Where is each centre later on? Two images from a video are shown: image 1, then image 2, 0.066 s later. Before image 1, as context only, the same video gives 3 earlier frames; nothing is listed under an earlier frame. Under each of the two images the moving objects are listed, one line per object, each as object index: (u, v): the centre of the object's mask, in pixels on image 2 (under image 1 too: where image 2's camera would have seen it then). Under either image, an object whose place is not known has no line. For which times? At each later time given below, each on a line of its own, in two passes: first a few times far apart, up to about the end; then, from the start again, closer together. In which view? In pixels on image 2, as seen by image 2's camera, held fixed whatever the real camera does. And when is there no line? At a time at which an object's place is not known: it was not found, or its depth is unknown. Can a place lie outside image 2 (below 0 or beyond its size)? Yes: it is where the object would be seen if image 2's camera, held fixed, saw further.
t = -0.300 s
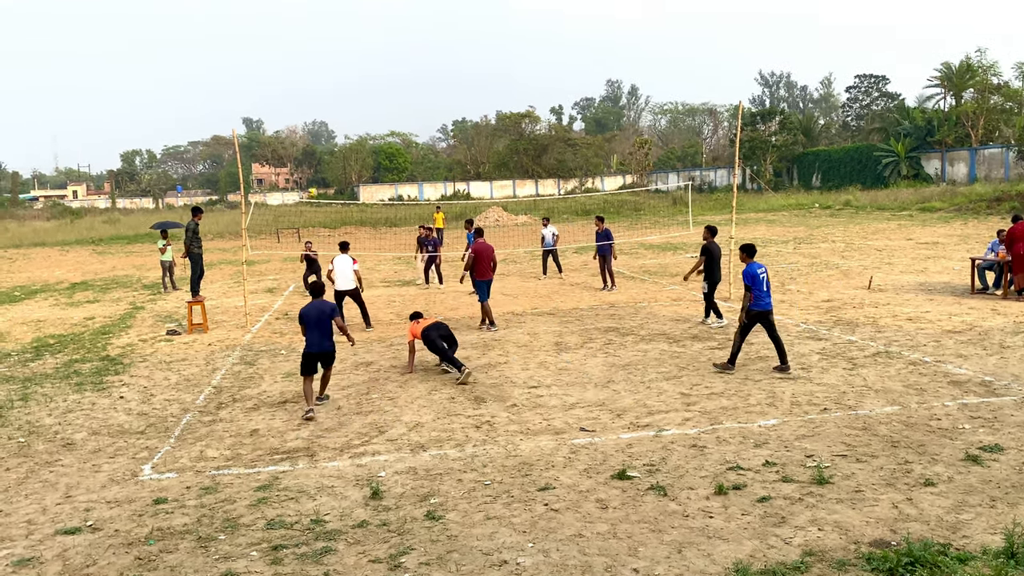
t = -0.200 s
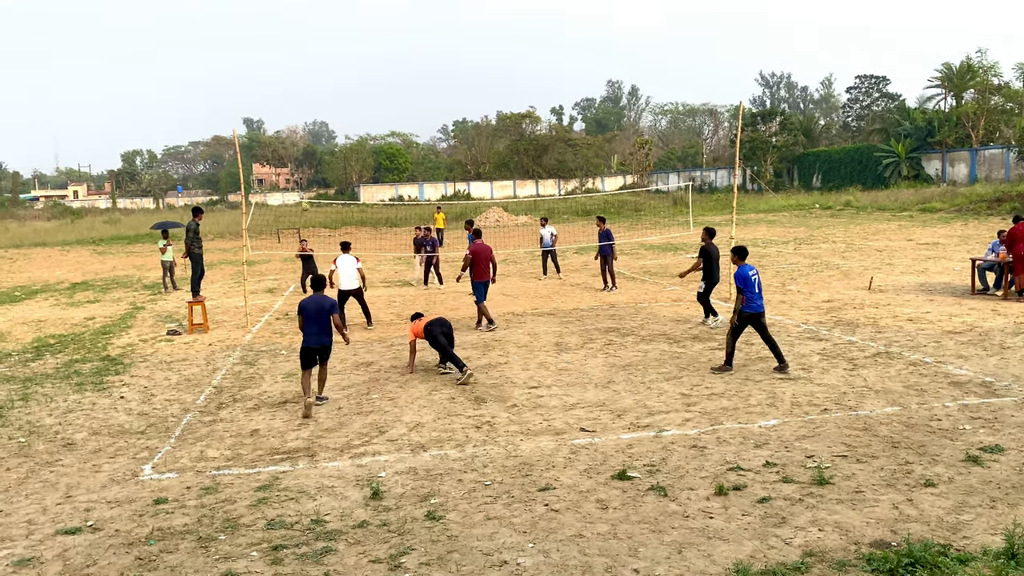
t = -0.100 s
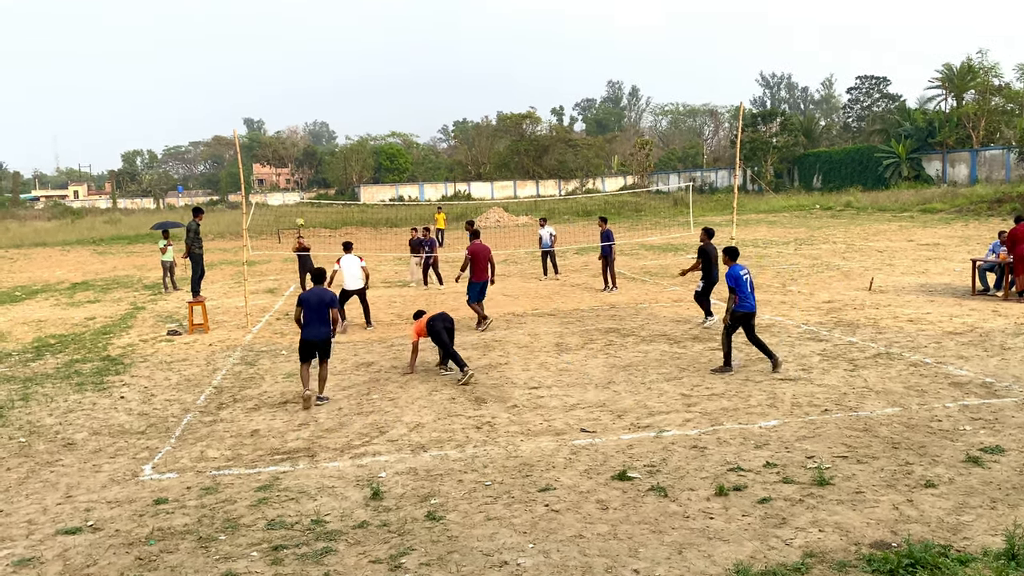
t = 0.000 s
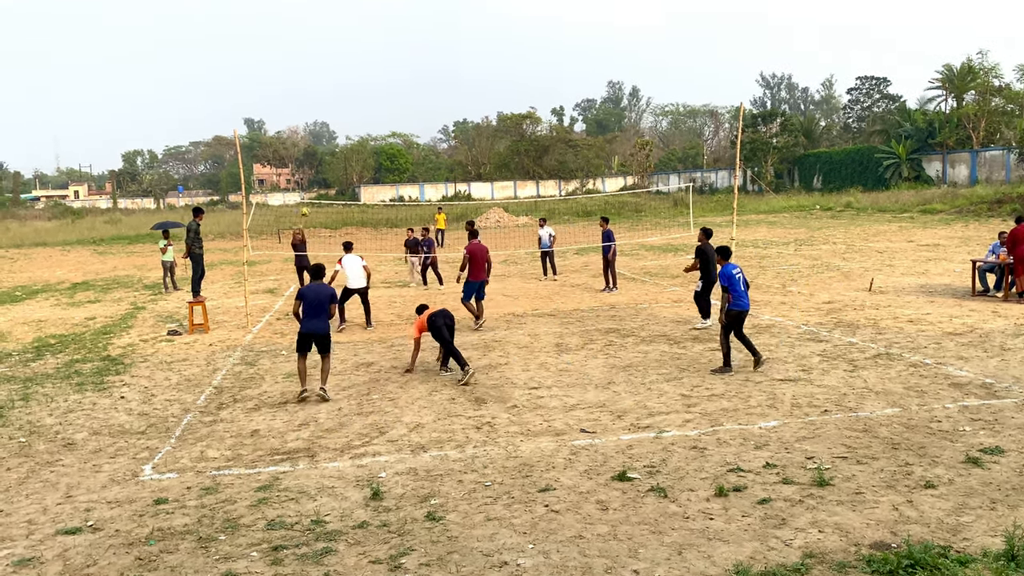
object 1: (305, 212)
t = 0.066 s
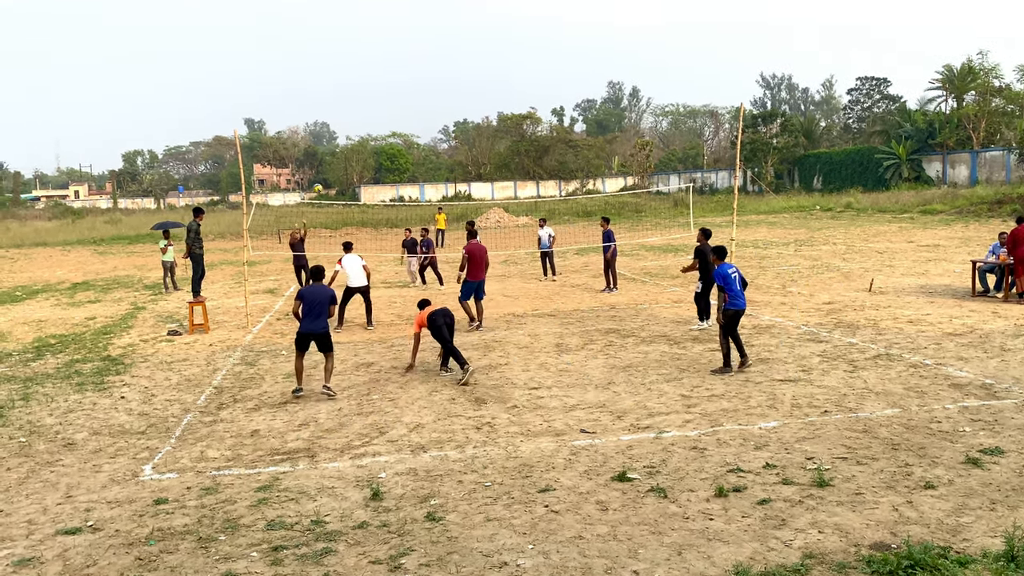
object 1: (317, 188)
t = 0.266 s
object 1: (358, 126)
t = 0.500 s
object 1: (415, 69)
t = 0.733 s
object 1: (485, 33)
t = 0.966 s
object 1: (568, 25)
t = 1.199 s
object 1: (665, 52)
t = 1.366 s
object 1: (745, 96)
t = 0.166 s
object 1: (337, 155)
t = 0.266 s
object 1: (358, 126)
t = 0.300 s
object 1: (366, 116)
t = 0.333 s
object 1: (373, 107)
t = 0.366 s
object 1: (381, 99)
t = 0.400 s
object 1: (389, 91)
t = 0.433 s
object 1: (398, 82)
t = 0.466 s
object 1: (407, 75)
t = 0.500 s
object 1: (415, 69)
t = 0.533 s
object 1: (425, 62)
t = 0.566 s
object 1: (434, 56)
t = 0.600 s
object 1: (444, 51)
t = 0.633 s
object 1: (453, 46)
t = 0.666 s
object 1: (464, 41)
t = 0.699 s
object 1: (474, 37)
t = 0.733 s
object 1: (485, 33)
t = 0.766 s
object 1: (496, 30)
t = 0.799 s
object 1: (507, 28)
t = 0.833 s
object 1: (519, 26)
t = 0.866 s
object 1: (530, 25)
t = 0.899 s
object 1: (543, 24)
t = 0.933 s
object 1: (555, 24)
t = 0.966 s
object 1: (568, 25)
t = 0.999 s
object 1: (581, 27)
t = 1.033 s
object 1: (594, 29)
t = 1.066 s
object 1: (607, 32)
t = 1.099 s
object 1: (621, 36)
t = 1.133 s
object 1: (636, 40)
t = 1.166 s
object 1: (650, 46)
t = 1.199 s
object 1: (665, 52)
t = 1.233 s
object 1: (680, 60)
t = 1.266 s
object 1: (696, 67)
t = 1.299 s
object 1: (712, 76)
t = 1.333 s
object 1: (728, 85)
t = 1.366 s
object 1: (745, 96)
